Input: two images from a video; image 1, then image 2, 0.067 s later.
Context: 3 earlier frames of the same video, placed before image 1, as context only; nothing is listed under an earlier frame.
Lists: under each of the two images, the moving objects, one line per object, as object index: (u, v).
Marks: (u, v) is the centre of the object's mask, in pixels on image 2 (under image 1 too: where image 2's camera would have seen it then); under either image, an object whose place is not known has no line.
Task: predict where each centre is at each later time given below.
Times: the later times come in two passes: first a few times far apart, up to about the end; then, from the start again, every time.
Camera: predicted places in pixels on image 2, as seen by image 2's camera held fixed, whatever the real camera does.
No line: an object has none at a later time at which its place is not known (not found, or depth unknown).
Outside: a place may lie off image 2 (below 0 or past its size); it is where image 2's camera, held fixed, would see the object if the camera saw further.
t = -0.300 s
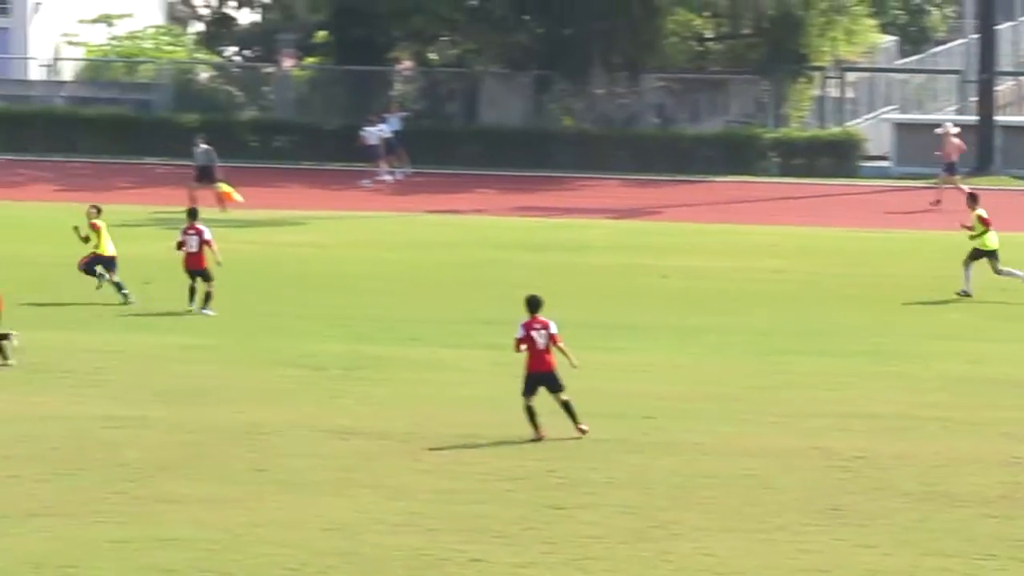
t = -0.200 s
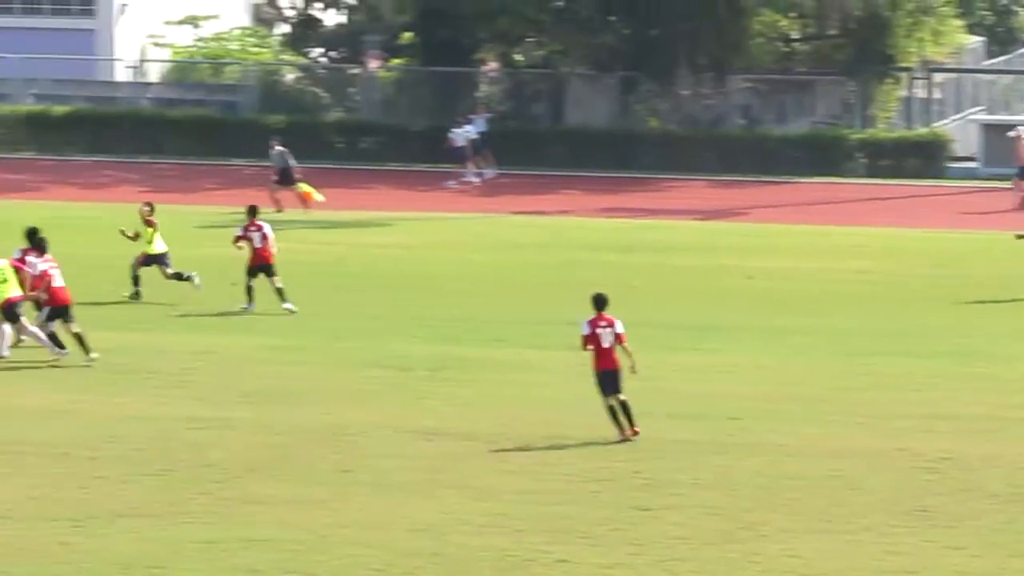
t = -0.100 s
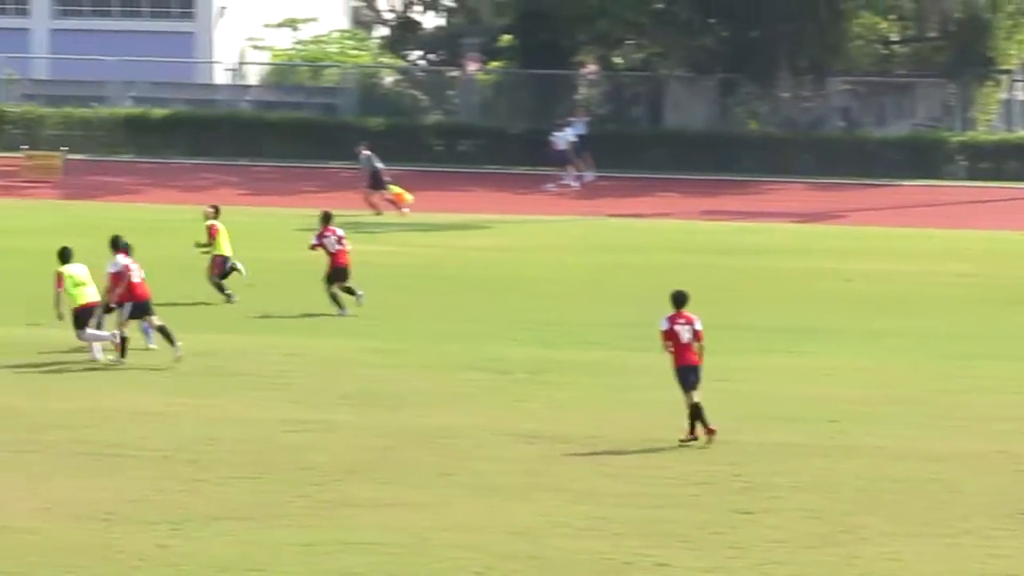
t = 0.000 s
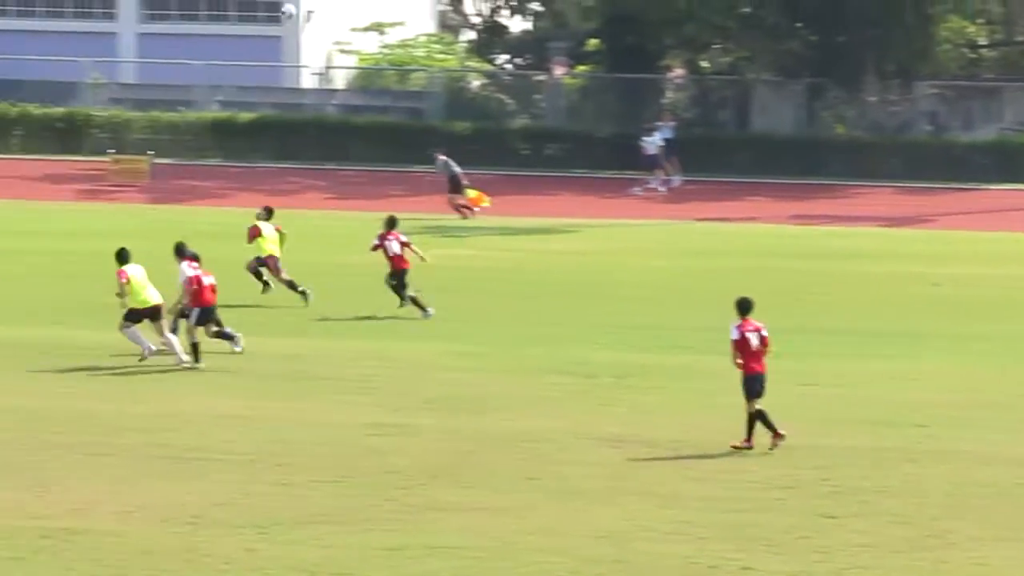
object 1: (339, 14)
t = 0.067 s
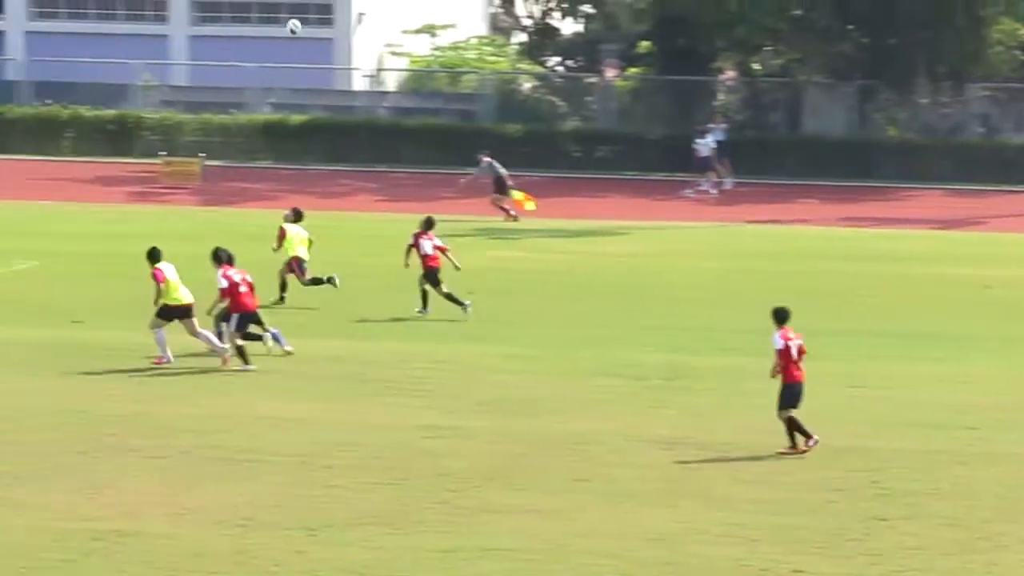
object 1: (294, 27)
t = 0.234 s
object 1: (178, 70)
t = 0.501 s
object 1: (-5, 169)
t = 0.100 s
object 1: (270, 34)
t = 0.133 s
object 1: (248, 42)
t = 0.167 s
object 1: (225, 51)
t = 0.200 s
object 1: (202, 60)
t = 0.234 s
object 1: (178, 70)
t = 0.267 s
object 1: (156, 79)
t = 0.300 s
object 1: (133, 91)
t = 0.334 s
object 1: (110, 102)
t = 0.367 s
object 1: (87, 115)
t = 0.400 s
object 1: (64, 128)
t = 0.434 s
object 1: (41, 142)
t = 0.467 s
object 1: (17, 154)
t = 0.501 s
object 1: (-5, 169)
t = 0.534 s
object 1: (-29, 183)
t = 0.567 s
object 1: (-53, 200)
